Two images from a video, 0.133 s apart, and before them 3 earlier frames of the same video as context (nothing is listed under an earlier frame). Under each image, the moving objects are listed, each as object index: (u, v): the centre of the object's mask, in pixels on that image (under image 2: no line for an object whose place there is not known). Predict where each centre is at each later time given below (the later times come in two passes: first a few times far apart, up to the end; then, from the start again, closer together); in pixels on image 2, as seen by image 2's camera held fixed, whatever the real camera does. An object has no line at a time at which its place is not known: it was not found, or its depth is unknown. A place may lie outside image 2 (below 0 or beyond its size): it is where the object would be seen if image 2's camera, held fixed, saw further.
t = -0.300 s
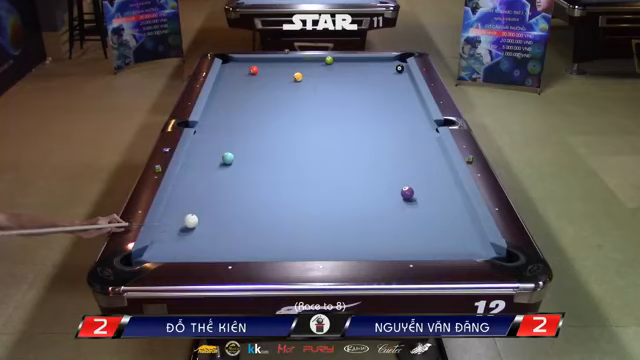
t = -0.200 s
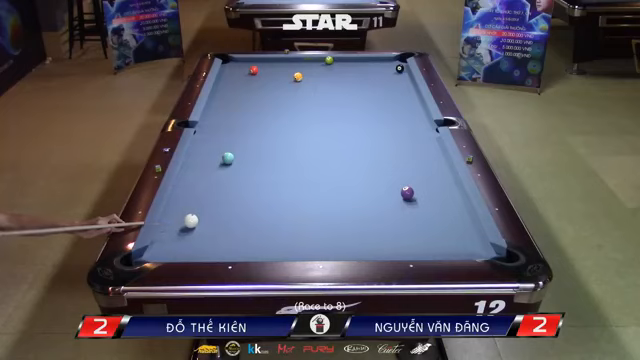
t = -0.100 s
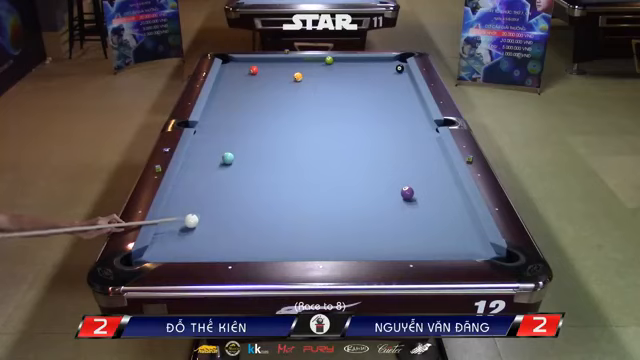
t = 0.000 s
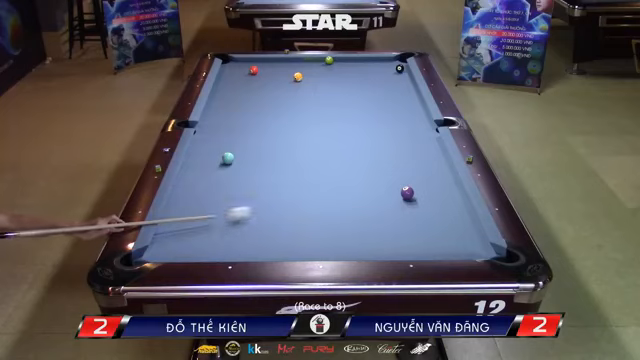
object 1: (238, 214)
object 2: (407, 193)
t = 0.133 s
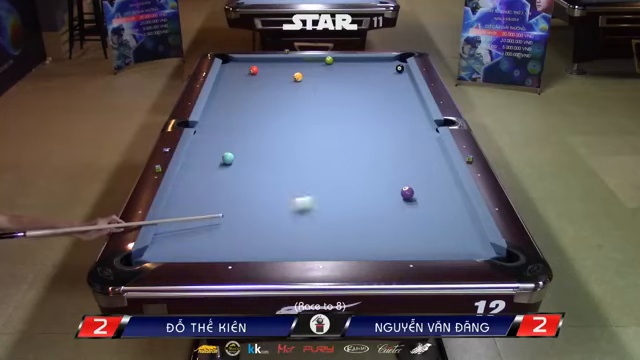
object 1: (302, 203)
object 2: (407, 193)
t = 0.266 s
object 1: (363, 194)
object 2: (407, 193)
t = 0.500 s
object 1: (434, 171)
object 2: (435, 203)
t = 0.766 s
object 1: (412, 155)
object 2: (466, 214)
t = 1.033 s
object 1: (374, 142)
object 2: (452, 222)
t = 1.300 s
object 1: (341, 131)
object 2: (439, 229)
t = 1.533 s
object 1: (314, 122)
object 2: (428, 235)
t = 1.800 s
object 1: (287, 113)
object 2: (415, 241)
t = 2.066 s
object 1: (262, 105)
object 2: (403, 245)
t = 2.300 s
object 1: (242, 98)
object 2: (395, 248)
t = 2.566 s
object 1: (221, 91)
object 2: (386, 248)
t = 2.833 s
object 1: (224, 87)
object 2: (380, 247)
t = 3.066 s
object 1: (233, 85)
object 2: (375, 246)
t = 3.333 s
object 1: (243, 82)
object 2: (371, 246)
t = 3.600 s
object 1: (252, 81)
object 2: (369, 245)
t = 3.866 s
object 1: (259, 79)
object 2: (367, 245)
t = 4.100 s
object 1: (266, 77)
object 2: (367, 244)
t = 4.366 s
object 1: (272, 76)
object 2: (367, 244)
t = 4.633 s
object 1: (277, 75)
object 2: (367, 244)
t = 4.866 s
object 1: (281, 74)
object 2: (367, 244)
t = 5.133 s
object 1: (284, 73)
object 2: (367, 244)
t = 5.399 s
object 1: (287, 72)
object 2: (367, 244)
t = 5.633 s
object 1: (289, 72)
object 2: (367, 244)
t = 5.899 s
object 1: (290, 71)
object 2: (367, 244)
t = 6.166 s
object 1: (290, 71)
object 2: (367, 244)
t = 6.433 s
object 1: (291, 71)
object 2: (367, 244)
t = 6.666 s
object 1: (291, 71)
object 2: (367, 244)
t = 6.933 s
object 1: (291, 71)
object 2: (367, 244)
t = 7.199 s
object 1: (291, 71)
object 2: (367, 244)
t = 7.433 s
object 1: (291, 71)
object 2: (367, 244)
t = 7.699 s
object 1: (291, 71)
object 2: (367, 244)
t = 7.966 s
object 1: (291, 71)
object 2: (367, 244)
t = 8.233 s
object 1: (291, 71)
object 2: (367, 244)
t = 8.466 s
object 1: (291, 71)
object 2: (367, 244)
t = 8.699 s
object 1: (291, 71)
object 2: (367, 244)
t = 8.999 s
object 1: (291, 71)
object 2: (367, 244)
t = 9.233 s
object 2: (367, 244)
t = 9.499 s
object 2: (367, 244)
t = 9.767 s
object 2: (367, 244)
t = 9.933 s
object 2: (367, 244)
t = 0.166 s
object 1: (318, 201)
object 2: (407, 193)
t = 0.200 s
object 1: (333, 199)
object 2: (407, 193)
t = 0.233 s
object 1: (348, 197)
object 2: (407, 193)
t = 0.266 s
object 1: (363, 194)
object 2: (407, 193)
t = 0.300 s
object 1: (377, 191)
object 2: (407, 193)
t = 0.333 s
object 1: (392, 189)
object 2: (407, 193)
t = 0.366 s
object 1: (402, 185)
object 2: (412, 195)
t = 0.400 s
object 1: (409, 181)
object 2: (418, 196)
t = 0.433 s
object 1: (417, 178)
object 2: (424, 199)
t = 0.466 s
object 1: (426, 175)
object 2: (430, 202)
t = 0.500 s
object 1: (434, 171)
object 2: (435, 203)
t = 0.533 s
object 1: (441, 168)
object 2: (440, 204)
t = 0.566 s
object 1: (446, 165)
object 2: (444, 205)
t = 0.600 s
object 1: (440, 163)
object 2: (449, 207)
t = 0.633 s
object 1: (433, 161)
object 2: (454, 209)
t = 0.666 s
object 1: (426, 159)
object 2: (458, 210)
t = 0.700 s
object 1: (422, 158)
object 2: (463, 212)
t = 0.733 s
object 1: (417, 156)
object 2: (469, 215)
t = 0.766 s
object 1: (412, 155)
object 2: (466, 214)
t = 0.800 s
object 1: (407, 153)
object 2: (464, 215)
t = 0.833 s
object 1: (402, 151)
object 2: (462, 216)
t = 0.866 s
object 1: (398, 150)
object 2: (461, 217)
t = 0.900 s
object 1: (393, 148)
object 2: (459, 218)
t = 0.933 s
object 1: (388, 146)
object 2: (457, 219)
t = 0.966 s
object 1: (384, 145)
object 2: (456, 219)
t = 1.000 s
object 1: (379, 143)
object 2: (454, 221)
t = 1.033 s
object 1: (374, 142)
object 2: (452, 222)
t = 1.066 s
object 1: (370, 141)
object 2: (451, 223)
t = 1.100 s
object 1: (365, 139)
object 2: (449, 224)
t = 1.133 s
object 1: (361, 138)
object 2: (448, 225)
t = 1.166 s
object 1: (357, 136)
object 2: (445, 226)
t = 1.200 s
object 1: (353, 135)
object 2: (444, 227)
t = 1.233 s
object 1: (349, 134)
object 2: (442, 228)
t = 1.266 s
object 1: (345, 133)
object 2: (441, 229)
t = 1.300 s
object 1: (341, 131)
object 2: (439, 229)
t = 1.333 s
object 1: (337, 130)
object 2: (437, 230)
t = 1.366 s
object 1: (333, 129)
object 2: (436, 231)
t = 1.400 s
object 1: (329, 127)
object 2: (434, 232)
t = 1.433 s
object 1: (325, 126)
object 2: (433, 232)
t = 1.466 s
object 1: (322, 125)
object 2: (431, 233)
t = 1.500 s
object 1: (318, 124)
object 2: (429, 234)
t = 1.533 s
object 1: (314, 122)
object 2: (428, 235)
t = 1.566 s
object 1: (311, 121)
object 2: (426, 236)
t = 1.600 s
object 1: (307, 120)
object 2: (425, 237)
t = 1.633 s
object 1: (303, 119)
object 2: (423, 237)
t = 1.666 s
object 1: (300, 118)
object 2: (421, 238)
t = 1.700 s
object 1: (297, 116)
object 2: (420, 239)
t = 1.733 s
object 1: (293, 115)
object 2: (418, 240)
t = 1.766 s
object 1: (290, 114)
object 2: (417, 240)
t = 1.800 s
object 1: (287, 113)
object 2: (415, 241)
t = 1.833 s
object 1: (283, 112)
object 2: (414, 242)
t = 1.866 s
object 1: (280, 111)
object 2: (412, 243)
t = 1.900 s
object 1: (277, 110)
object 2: (411, 243)
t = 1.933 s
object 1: (274, 109)
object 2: (410, 243)
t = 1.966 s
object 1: (271, 108)
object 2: (408, 244)
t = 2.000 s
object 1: (268, 107)
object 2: (406, 244)
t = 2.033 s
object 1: (265, 106)
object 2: (405, 245)
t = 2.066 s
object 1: (262, 105)
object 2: (403, 245)
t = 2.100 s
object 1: (259, 104)
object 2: (402, 246)
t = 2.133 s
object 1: (255, 103)
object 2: (401, 246)
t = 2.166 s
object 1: (253, 102)
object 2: (400, 247)
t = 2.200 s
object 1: (250, 101)
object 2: (398, 247)
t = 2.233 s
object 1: (247, 100)
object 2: (397, 248)
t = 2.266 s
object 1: (244, 99)
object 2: (396, 248)
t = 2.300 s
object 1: (242, 98)
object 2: (395, 248)
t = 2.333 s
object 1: (239, 97)
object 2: (393, 249)
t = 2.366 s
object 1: (236, 97)
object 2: (392, 249)
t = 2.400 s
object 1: (234, 96)
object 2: (391, 249)
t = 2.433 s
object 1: (231, 95)
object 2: (390, 249)
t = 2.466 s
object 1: (229, 94)
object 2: (389, 248)
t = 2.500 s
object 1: (226, 93)
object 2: (388, 248)
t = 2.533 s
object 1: (224, 92)
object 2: (387, 248)
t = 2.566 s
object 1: (221, 91)
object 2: (386, 248)
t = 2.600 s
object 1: (218, 91)
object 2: (385, 248)
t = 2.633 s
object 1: (216, 90)
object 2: (385, 248)
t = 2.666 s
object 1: (216, 89)
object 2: (384, 248)
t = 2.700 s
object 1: (218, 89)
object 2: (383, 248)
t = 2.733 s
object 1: (219, 88)
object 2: (382, 248)
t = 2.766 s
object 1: (221, 88)
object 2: (381, 247)
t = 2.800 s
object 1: (222, 88)
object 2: (381, 247)
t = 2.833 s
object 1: (224, 87)
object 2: (380, 247)
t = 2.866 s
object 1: (225, 87)
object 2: (379, 247)
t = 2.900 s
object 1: (226, 87)
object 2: (379, 247)
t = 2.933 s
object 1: (228, 86)
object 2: (378, 247)
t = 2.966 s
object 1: (229, 86)
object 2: (377, 247)
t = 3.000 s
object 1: (230, 86)
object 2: (377, 246)
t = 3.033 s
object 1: (232, 85)
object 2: (376, 247)
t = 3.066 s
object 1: (233, 85)
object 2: (375, 246)
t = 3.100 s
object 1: (234, 85)
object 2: (375, 246)
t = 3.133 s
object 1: (236, 85)
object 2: (374, 246)
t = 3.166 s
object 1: (237, 84)
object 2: (374, 246)
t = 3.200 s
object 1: (238, 84)
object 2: (373, 246)
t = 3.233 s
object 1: (239, 84)
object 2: (373, 245)
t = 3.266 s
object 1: (241, 83)
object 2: (372, 245)
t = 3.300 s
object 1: (242, 83)
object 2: (372, 245)
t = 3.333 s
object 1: (243, 82)
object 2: (371, 246)
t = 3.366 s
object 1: (244, 82)
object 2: (371, 245)
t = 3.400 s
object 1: (245, 82)
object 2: (370, 245)
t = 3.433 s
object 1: (246, 82)
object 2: (370, 246)
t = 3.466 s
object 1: (247, 82)
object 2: (370, 245)
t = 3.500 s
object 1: (249, 81)
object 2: (369, 245)
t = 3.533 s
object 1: (250, 81)
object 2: (369, 245)
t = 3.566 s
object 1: (251, 81)
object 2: (369, 245)
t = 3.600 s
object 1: (252, 81)
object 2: (369, 245)
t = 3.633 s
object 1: (252, 80)
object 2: (368, 245)
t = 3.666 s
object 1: (254, 80)
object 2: (368, 245)
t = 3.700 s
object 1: (254, 80)
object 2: (368, 245)
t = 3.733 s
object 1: (255, 79)
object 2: (368, 245)
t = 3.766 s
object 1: (256, 79)
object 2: (368, 245)
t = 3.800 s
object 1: (258, 79)
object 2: (368, 245)
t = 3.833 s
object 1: (258, 79)
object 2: (368, 245)
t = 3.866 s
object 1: (259, 79)
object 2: (367, 245)
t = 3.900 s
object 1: (260, 78)
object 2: (367, 244)
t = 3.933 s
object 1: (261, 78)
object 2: (367, 244)
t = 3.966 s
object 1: (262, 78)
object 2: (367, 244)
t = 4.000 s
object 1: (263, 78)
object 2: (367, 244)
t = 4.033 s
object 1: (264, 77)
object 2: (367, 244)
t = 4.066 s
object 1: (265, 77)
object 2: (367, 244)
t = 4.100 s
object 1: (266, 77)
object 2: (367, 244)
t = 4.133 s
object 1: (266, 77)
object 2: (367, 244)
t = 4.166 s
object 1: (267, 77)
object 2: (367, 244)
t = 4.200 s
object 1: (268, 77)
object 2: (367, 244)
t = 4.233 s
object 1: (268, 77)
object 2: (367, 244)
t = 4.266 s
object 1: (269, 77)
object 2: (367, 244)
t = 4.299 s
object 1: (270, 76)
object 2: (367, 244)
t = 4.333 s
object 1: (271, 76)
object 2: (367, 244)
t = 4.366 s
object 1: (272, 76)
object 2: (367, 244)
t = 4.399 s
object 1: (272, 76)
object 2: (367, 244)
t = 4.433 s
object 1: (273, 76)
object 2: (367, 244)
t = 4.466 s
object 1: (274, 76)
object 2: (367, 244)
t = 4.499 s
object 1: (274, 75)
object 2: (367, 244)
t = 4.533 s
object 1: (275, 75)
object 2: (367, 244)
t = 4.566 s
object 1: (276, 75)
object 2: (367, 244)
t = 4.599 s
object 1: (276, 75)
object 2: (367, 244)
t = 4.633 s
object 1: (277, 75)
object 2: (367, 244)
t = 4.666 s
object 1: (277, 75)
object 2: (367, 244)
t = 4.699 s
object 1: (278, 75)
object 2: (367, 244)
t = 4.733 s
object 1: (278, 74)
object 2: (367, 244)
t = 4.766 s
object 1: (279, 74)
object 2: (367, 244)
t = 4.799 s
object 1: (280, 74)
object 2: (367, 244)
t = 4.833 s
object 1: (280, 74)
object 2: (367, 244)
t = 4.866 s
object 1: (281, 74)
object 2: (367, 244)
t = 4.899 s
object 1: (281, 74)
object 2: (367, 244)
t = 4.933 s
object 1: (282, 74)
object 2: (367, 244)
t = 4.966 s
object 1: (282, 73)
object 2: (367, 244)
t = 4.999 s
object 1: (282, 74)
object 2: (367, 244)
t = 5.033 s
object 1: (283, 73)
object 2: (367, 244)
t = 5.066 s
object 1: (283, 73)
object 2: (367, 244)
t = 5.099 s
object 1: (284, 73)
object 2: (367, 244)
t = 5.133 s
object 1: (284, 73)
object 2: (367, 244)
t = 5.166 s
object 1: (285, 73)
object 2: (367, 244)
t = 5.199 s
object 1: (285, 73)
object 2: (367, 244)
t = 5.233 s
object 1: (285, 73)
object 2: (367, 244)
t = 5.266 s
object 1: (286, 73)
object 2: (367, 244)
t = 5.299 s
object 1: (286, 72)
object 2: (367, 244)
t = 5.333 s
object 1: (286, 73)
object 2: (367, 244)
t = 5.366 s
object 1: (286, 72)
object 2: (367, 244)
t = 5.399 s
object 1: (287, 72)
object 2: (367, 244)
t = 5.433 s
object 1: (287, 72)
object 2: (367, 244)
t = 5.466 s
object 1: (288, 72)
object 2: (367, 244)
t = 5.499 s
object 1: (288, 72)
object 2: (367, 244)
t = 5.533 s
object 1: (288, 72)
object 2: (367, 244)
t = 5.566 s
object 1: (288, 72)
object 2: (367, 244)
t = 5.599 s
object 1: (288, 72)
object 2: (367, 244)
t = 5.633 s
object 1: (289, 72)
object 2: (367, 244)
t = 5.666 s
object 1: (289, 72)
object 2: (367, 244)
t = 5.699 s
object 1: (289, 72)
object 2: (367, 244)
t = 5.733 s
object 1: (289, 72)
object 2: (367, 244)
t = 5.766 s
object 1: (290, 72)
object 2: (367, 244)
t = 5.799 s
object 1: (290, 72)
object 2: (367, 244)
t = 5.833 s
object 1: (290, 72)
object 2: (367, 244)
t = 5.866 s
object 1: (290, 71)
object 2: (367, 244)
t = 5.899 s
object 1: (290, 71)
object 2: (367, 244)
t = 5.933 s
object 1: (290, 71)
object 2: (367, 244)
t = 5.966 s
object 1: (290, 71)
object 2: (367, 244)
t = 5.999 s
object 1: (290, 71)
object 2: (367, 244)
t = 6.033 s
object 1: (290, 71)
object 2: (367, 244)
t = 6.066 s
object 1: (290, 71)
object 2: (367, 244)
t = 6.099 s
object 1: (290, 71)
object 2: (367, 244)
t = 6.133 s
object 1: (290, 71)
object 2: (367, 244)
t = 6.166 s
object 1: (290, 71)
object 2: (367, 244)
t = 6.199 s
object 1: (290, 71)
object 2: (367, 244)
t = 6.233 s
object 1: (291, 71)
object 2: (367, 244)
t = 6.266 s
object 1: (291, 69)
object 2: (367, 244)
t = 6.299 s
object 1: (291, 70)
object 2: (367, 244)
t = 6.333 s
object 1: (291, 71)
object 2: (367, 244)
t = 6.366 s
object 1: (291, 71)
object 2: (367, 244)
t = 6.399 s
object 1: (291, 71)
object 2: (367, 244)
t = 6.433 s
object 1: (291, 71)
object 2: (367, 244)
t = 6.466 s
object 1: (291, 71)
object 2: (367, 244)
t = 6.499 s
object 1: (291, 71)
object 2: (367, 244)
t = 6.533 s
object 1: (291, 71)
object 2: (367, 244)
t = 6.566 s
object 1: (291, 71)
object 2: (367, 244)
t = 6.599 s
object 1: (291, 71)
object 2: (367, 244)
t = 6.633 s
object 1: (291, 71)
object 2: (367, 244)
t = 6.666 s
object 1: (291, 71)
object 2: (367, 244)
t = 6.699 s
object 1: (291, 71)
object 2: (367, 244)
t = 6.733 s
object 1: (291, 71)
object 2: (367, 244)
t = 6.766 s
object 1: (291, 71)
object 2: (367, 244)
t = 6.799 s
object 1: (291, 71)
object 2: (367, 244)
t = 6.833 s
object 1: (291, 71)
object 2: (367, 244)
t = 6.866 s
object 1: (291, 71)
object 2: (367, 244)
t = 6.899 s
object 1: (291, 71)
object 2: (367, 244)
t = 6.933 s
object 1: (291, 71)
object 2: (367, 244)
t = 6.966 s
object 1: (291, 71)
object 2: (367, 244)
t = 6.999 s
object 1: (291, 71)
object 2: (367, 244)
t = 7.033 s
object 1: (291, 71)
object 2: (367, 244)
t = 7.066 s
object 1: (291, 71)
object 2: (367, 244)
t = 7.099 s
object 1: (291, 71)
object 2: (367, 244)
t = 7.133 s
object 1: (291, 71)
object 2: (367, 244)
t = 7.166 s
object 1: (291, 71)
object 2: (367, 244)
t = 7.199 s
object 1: (291, 71)
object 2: (367, 244)
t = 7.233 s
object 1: (291, 71)
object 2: (367, 244)
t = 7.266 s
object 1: (291, 71)
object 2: (367, 244)
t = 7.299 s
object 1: (291, 71)
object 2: (367, 244)
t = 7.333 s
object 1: (291, 71)
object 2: (367, 244)
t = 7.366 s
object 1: (291, 71)
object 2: (367, 244)
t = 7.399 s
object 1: (291, 71)
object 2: (367, 244)
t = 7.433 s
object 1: (291, 71)
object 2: (367, 244)
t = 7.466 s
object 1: (291, 71)
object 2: (367, 244)
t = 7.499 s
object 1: (291, 71)
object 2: (367, 244)
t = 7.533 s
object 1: (291, 71)
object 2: (367, 244)
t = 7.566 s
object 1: (291, 71)
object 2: (367, 244)
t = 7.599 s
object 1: (291, 71)
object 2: (367, 244)
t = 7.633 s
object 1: (291, 71)
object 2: (367, 244)
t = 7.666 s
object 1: (291, 71)
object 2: (367, 244)
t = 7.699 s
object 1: (291, 71)
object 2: (367, 244)
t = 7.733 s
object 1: (291, 71)
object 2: (367, 244)
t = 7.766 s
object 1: (291, 71)
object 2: (367, 244)
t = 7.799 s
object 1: (291, 71)
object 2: (367, 244)
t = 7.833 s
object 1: (291, 71)
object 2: (367, 244)
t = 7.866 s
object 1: (291, 71)
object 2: (367, 244)
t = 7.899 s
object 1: (291, 71)
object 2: (367, 244)
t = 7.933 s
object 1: (291, 71)
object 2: (367, 244)
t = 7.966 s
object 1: (291, 71)
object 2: (367, 244)
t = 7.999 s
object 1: (291, 71)
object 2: (367, 244)
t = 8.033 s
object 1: (291, 71)
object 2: (367, 244)
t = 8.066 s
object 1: (291, 71)
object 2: (367, 244)
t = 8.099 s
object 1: (291, 71)
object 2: (367, 244)
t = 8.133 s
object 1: (291, 71)
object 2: (367, 244)
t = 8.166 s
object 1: (291, 71)
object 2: (367, 244)
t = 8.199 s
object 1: (291, 71)
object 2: (367, 244)
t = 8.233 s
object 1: (291, 71)
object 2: (367, 244)
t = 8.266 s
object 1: (291, 71)
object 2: (367, 244)
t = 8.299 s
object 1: (291, 71)
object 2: (367, 244)
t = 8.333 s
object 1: (291, 71)
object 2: (367, 244)
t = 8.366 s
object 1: (291, 71)
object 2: (367, 244)
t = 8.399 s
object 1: (291, 71)
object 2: (367, 244)
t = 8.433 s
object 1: (291, 71)
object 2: (367, 244)
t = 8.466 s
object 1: (291, 71)
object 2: (367, 244)
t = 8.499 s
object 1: (291, 71)
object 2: (367, 244)
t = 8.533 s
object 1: (291, 71)
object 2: (367, 244)
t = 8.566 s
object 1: (291, 71)
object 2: (367, 244)
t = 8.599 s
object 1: (291, 71)
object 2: (367, 244)
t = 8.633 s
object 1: (291, 71)
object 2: (367, 244)
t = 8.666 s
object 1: (291, 71)
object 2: (367, 244)
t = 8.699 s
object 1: (291, 71)
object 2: (367, 244)
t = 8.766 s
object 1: (291, 71)
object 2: (367, 244)
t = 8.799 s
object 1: (291, 71)
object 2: (367, 244)
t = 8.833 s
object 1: (291, 71)
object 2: (367, 244)
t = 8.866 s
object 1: (291, 71)
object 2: (367, 244)
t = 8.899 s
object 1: (291, 71)
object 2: (367, 244)
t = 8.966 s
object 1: (291, 71)
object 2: (367, 244)
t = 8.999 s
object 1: (291, 71)
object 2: (367, 244)
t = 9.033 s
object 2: (367, 244)
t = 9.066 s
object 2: (367, 244)
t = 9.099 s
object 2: (367, 244)
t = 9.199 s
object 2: (367, 244)
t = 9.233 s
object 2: (367, 244)
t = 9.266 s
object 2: (367, 244)
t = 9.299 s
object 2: (367, 244)
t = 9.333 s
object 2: (367, 244)
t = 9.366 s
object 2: (367, 244)
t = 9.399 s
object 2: (367, 244)
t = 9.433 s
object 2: (367, 244)
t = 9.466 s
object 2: (367, 244)
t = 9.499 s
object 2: (367, 244)
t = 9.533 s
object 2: (367, 244)
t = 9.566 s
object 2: (367, 244)
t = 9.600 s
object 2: (367, 244)
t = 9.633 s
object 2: (367, 244)
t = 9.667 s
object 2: (367, 244)
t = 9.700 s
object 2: (367, 244)
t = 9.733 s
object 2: (367, 244)
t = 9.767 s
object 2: (367, 244)
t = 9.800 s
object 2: (367, 244)
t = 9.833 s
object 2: (367, 244)
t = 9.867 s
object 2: (367, 244)
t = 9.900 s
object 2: (367, 244)
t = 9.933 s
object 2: (367, 244)
